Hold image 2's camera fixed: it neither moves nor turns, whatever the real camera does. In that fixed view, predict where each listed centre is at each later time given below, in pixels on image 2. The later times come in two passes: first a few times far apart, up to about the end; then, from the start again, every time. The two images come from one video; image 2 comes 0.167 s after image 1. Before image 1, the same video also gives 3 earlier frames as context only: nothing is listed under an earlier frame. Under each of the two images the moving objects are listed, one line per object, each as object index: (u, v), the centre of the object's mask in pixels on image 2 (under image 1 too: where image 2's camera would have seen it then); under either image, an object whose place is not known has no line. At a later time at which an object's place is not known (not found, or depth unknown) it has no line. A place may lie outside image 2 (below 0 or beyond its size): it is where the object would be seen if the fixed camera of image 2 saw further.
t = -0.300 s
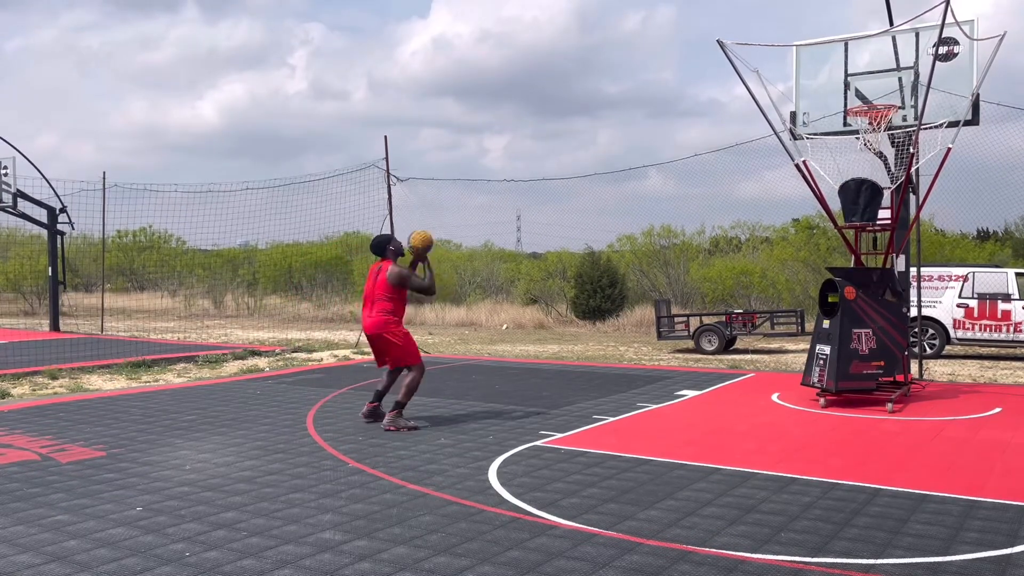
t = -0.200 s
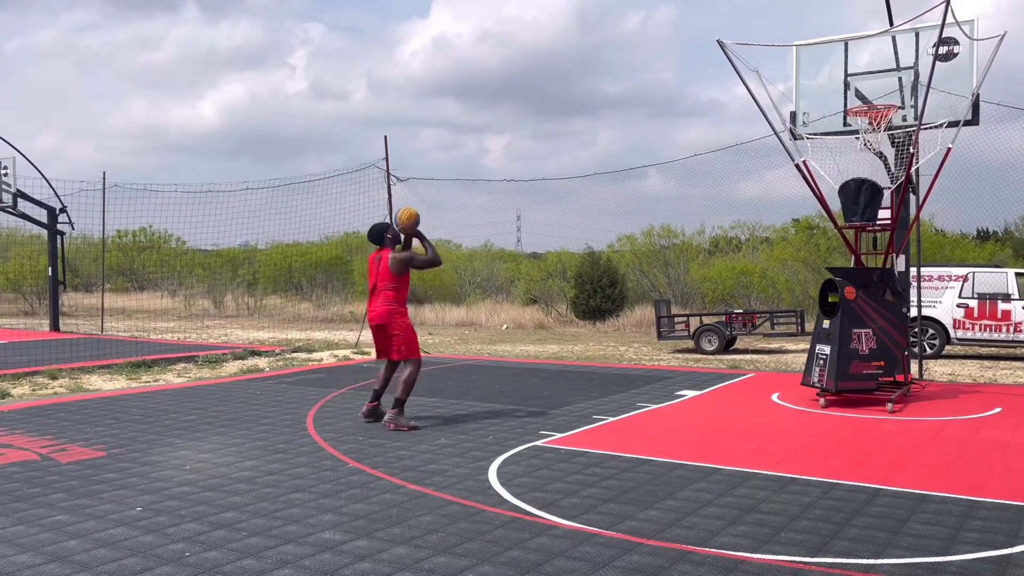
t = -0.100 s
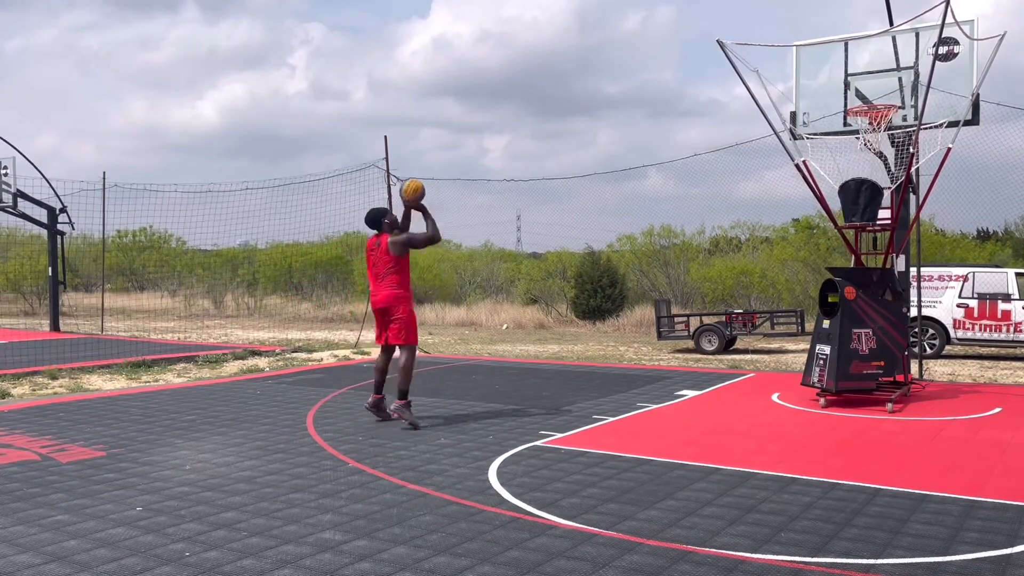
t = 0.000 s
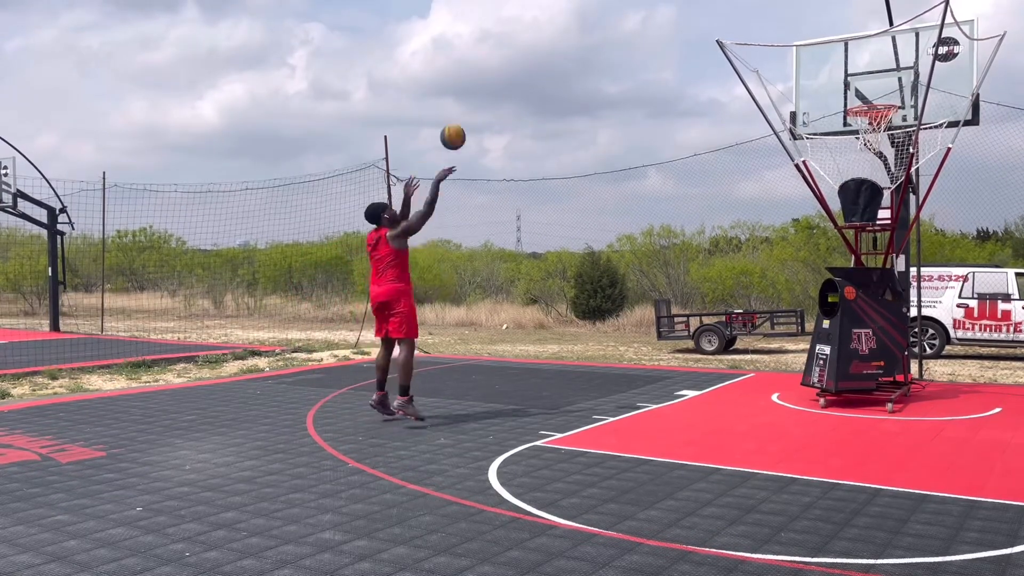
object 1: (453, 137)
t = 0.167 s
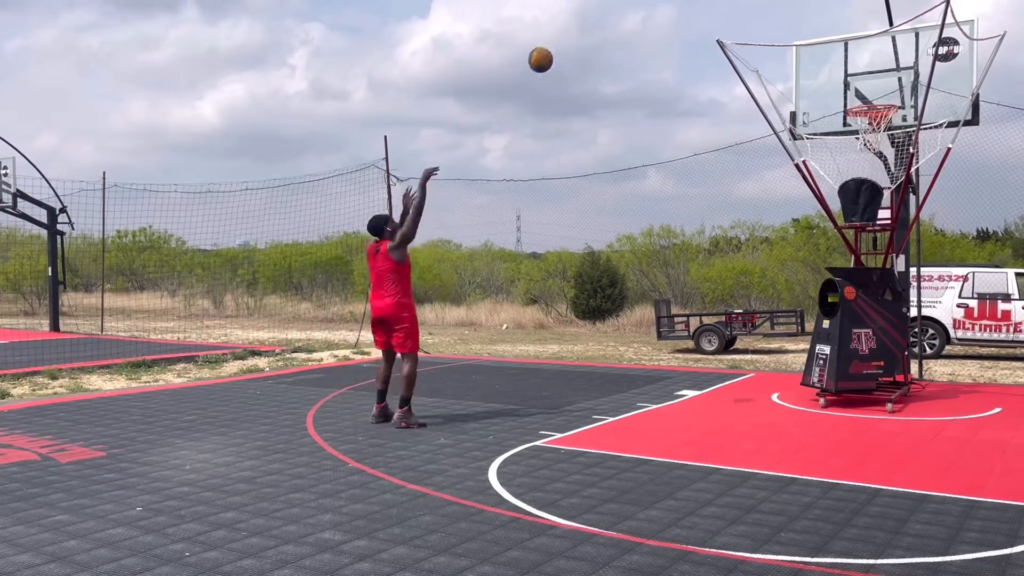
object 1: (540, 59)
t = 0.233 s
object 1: (574, 38)
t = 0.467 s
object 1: (684, 5)
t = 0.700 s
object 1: (784, 18)
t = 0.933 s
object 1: (875, 84)
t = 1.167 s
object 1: (908, 60)
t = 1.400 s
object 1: (924, 56)
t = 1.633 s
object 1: (941, 100)
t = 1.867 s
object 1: (887, 115)
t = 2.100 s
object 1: (825, 163)
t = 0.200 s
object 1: (557, 48)
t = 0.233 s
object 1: (574, 38)
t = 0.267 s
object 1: (590, 29)
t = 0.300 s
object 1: (606, 21)
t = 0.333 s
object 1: (622, 14)
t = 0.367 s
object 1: (638, 10)
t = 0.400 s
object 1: (654, 8)
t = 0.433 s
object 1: (669, 6)
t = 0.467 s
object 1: (684, 5)
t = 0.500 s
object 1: (699, 5)
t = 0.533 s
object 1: (713, 5)
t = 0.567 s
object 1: (728, 6)
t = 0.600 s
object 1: (742, 7)
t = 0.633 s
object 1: (756, 9)
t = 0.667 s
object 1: (771, 12)
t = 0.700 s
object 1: (784, 18)
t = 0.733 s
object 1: (798, 24)
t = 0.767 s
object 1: (811, 31)
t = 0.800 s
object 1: (824, 40)
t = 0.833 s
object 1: (837, 51)
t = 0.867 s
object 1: (850, 60)
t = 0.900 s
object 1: (862, 72)
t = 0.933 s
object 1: (875, 84)
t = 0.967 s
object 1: (887, 95)
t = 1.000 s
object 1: (895, 93)
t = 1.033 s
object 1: (899, 85)
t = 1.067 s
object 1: (901, 78)
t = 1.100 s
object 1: (903, 71)
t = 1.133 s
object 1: (904, 65)
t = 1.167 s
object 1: (908, 60)
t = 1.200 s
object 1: (910, 56)
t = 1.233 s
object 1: (913, 53)
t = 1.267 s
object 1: (915, 52)
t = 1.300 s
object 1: (918, 51)
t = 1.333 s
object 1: (920, 52)
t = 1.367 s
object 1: (922, 53)
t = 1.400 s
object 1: (924, 56)
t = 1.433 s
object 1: (927, 60)
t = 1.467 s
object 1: (929, 66)
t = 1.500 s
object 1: (933, 71)
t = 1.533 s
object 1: (936, 78)
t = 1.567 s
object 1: (940, 86)
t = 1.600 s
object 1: (940, 94)
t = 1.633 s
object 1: (941, 100)
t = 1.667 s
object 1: (939, 104)
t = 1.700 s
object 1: (936, 106)
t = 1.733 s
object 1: (928, 107)
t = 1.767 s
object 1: (917, 108)
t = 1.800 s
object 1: (907, 110)
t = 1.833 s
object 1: (898, 112)
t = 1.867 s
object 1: (887, 115)
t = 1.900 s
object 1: (878, 119)
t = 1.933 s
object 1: (869, 123)
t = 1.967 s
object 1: (859, 129)
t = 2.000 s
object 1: (851, 137)
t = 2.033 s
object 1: (842, 144)
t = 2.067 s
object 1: (833, 153)
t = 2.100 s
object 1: (825, 163)
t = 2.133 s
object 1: (817, 172)
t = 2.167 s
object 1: (811, 179)
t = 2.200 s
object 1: (807, 185)
